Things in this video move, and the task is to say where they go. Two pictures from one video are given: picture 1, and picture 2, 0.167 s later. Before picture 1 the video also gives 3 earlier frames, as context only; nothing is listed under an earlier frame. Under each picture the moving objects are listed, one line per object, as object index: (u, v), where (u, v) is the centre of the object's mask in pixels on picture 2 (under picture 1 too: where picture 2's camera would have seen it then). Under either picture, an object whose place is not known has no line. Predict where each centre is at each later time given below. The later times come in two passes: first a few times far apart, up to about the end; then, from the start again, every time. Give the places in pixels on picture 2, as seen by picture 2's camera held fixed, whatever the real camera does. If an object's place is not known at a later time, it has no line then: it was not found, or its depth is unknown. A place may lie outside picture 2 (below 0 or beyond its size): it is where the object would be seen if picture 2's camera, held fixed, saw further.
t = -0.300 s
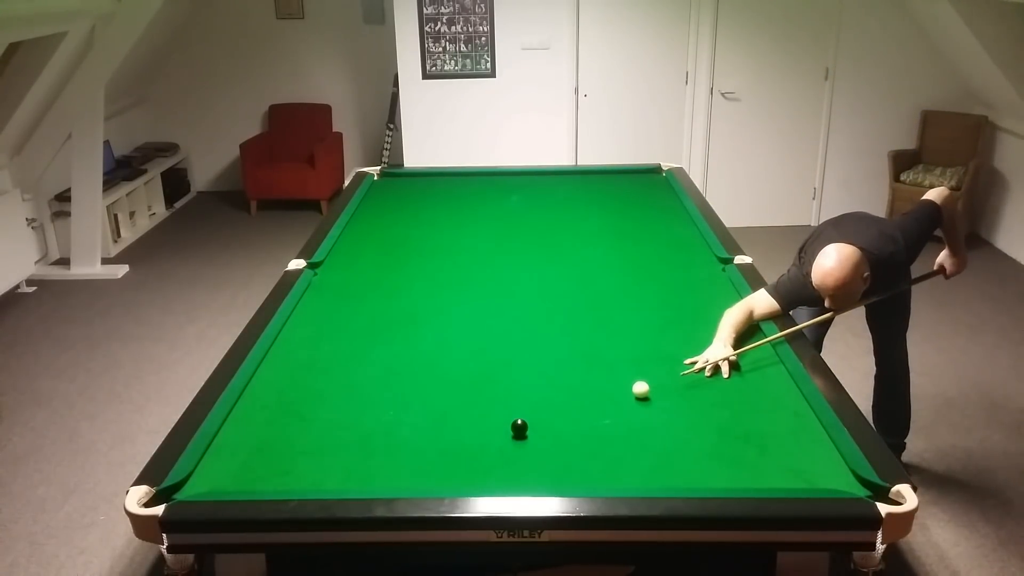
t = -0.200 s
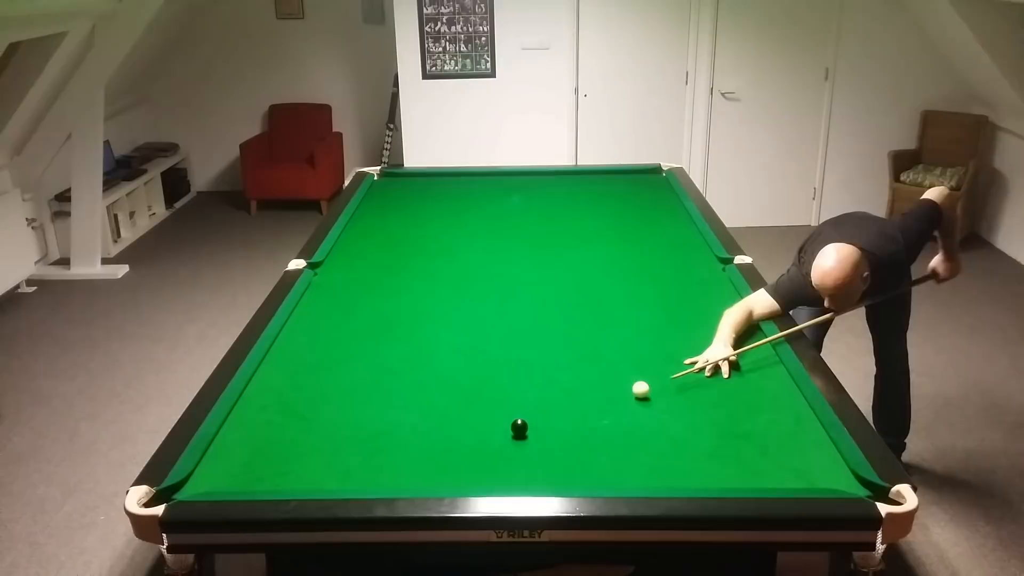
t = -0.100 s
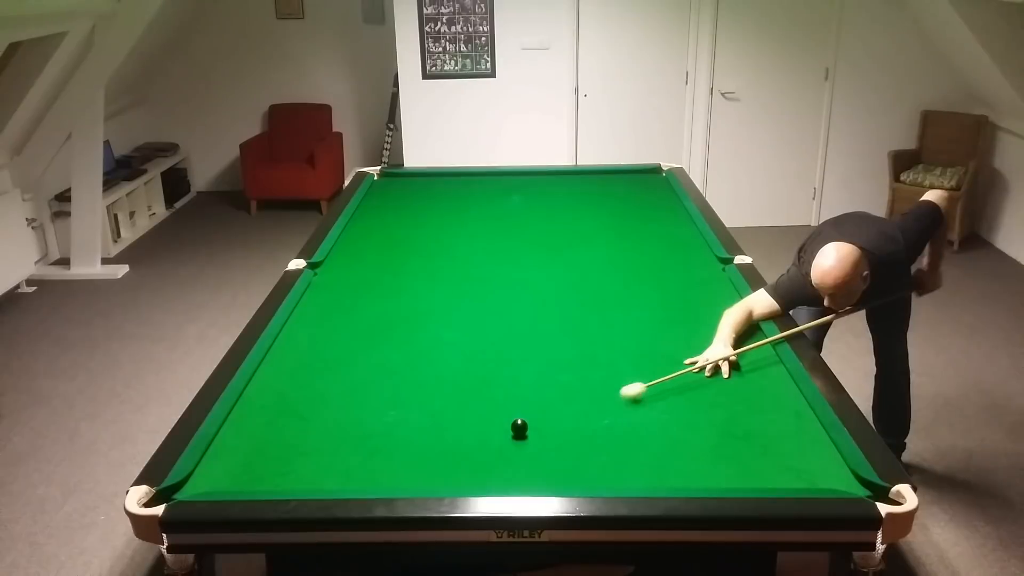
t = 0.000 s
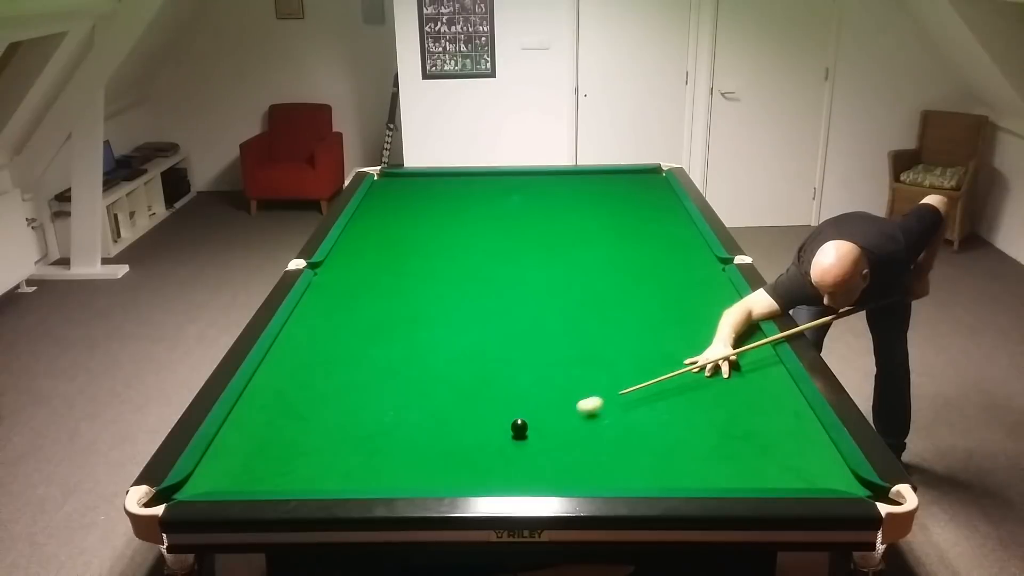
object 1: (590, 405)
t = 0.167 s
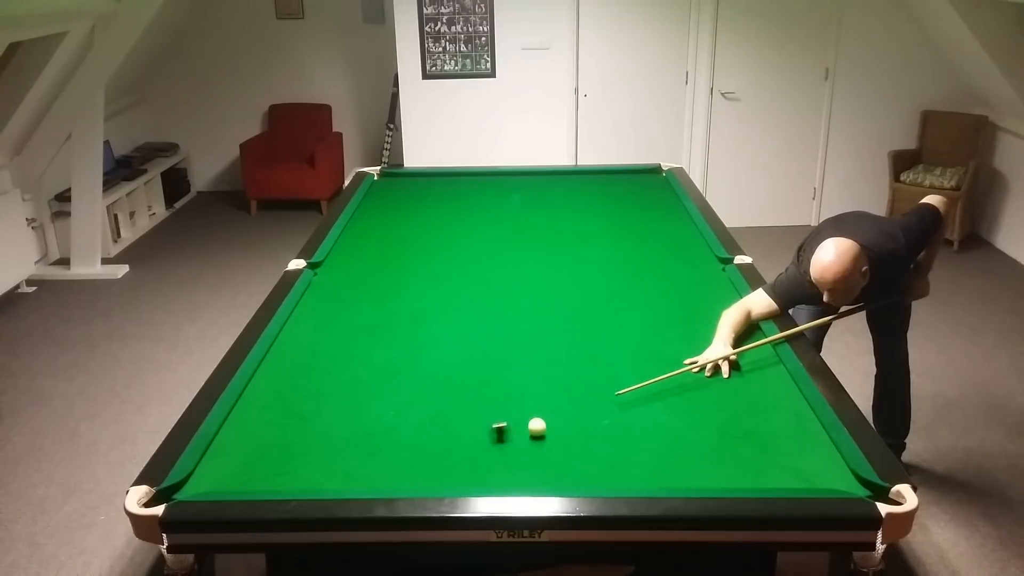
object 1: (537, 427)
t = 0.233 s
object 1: (535, 433)
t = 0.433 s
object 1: (518, 451)
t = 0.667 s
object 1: (496, 474)
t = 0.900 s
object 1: (479, 477)
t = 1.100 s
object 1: (470, 467)
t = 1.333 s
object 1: (460, 456)
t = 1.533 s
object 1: (453, 448)
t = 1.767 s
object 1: (445, 439)
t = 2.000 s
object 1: (438, 432)
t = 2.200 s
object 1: (433, 426)
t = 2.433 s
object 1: (428, 420)
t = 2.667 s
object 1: (423, 415)
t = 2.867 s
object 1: (420, 412)
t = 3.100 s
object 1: (416, 408)
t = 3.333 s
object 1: (413, 406)
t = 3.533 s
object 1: (411, 404)
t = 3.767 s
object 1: (410, 403)
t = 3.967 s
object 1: (409, 403)
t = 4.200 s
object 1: (408, 402)
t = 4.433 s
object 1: (409, 402)
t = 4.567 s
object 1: (408, 402)
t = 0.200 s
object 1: (537, 430)
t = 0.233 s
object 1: (535, 433)
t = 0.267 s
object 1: (533, 435)
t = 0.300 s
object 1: (530, 438)
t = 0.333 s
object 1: (527, 442)
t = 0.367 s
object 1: (524, 445)
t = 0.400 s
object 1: (521, 448)
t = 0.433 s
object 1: (518, 451)
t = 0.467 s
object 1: (515, 454)
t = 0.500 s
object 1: (511, 457)
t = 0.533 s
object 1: (508, 461)
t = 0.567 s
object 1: (505, 464)
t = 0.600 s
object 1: (502, 467)
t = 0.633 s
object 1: (499, 470)
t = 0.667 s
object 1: (496, 474)
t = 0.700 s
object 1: (493, 477)
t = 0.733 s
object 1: (489, 479)
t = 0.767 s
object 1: (486, 481)
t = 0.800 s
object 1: (484, 481)
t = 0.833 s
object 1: (482, 479)
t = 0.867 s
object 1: (480, 478)
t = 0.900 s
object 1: (479, 477)
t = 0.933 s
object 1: (477, 476)
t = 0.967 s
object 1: (476, 474)
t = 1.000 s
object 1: (474, 472)
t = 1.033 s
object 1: (473, 470)
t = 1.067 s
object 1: (471, 469)
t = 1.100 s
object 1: (470, 467)
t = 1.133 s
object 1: (468, 465)
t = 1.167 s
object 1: (467, 464)
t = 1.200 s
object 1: (466, 462)
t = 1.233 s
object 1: (464, 461)
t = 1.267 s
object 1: (463, 459)
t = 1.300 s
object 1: (461, 458)
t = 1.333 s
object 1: (460, 456)
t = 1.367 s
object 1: (459, 455)
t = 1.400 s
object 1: (458, 453)
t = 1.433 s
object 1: (456, 452)
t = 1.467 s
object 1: (455, 450)
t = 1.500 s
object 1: (454, 449)
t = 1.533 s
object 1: (453, 448)
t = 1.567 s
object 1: (452, 446)
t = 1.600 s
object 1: (451, 445)
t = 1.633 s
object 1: (449, 444)
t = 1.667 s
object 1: (448, 443)
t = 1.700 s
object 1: (447, 441)
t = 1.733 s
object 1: (446, 440)
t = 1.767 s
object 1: (445, 439)
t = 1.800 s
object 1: (444, 438)
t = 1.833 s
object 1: (443, 437)
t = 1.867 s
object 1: (442, 436)
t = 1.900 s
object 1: (441, 435)
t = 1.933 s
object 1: (440, 434)
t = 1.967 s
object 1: (439, 433)
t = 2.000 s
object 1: (438, 432)
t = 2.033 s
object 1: (437, 431)
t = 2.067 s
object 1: (437, 430)
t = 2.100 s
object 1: (436, 429)
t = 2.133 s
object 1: (435, 428)
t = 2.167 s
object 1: (434, 427)
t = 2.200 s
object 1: (433, 426)
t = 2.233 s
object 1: (433, 425)
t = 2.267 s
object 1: (432, 424)
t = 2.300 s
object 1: (431, 423)
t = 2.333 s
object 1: (430, 423)
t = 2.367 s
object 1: (430, 422)
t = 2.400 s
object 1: (429, 421)
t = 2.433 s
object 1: (428, 420)
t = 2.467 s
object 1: (427, 420)
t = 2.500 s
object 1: (427, 419)
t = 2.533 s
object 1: (426, 418)
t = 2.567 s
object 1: (425, 417)
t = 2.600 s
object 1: (425, 417)
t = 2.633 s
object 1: (424, 416)
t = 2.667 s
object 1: (423, 415)
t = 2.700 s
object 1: (423, 415)
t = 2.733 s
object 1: (422, 414)
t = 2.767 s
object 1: (422, 414)
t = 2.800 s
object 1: (421, 413)
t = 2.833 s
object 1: (420, 412)
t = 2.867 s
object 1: (420, 412)
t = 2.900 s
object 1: (419, 411)
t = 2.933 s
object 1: (419, 411)
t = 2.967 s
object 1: (418, 410)
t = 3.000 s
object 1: (418, 410)
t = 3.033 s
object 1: (417, 409)
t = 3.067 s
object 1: (417, 409)
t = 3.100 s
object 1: (416, 408)
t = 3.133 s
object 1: (416, 408)
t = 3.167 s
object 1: (415, 408)
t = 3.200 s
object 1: (415, 407)
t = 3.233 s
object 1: (414, 407)
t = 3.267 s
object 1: (414, 407)
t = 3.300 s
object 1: (414, 406)
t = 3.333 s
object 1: (413, 406)
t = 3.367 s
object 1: (413, 405)
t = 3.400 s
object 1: (413, 405)
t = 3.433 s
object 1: (412, 405)
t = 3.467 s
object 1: (412, 405)
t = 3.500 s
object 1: (412, 404)
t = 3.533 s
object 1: (411, 404)
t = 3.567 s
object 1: (411, 404)
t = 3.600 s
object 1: (410, 404)
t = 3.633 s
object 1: (410, 404)
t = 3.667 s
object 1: (410, 404)
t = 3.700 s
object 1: (410, 404)
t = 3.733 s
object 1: (410, 403)
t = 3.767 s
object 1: (410, 403)
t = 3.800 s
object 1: (410, 403)
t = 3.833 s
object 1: (410, 403)
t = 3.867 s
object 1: (409, 403)
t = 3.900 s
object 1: (409, 403)
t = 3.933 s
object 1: (409, 403)
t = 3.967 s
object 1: (409, 403)
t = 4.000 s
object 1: (409, 402)
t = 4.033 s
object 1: (409, 402)
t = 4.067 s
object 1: (408, 402)
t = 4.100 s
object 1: (408, 402)
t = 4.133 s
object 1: (408, 402)
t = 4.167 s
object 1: (408, 402)
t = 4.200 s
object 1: (408, 402)
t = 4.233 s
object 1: (408, 402)
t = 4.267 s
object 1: (408, 402)
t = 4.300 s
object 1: (408, 402)
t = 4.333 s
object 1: (408, 402)
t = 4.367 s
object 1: (408, 402)
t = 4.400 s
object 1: (408, 402)
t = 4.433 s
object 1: (409, 402)
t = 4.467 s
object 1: (408, 402)
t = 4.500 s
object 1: (408, 402)
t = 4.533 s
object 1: (408, 402)
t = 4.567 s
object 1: (408, 402)
